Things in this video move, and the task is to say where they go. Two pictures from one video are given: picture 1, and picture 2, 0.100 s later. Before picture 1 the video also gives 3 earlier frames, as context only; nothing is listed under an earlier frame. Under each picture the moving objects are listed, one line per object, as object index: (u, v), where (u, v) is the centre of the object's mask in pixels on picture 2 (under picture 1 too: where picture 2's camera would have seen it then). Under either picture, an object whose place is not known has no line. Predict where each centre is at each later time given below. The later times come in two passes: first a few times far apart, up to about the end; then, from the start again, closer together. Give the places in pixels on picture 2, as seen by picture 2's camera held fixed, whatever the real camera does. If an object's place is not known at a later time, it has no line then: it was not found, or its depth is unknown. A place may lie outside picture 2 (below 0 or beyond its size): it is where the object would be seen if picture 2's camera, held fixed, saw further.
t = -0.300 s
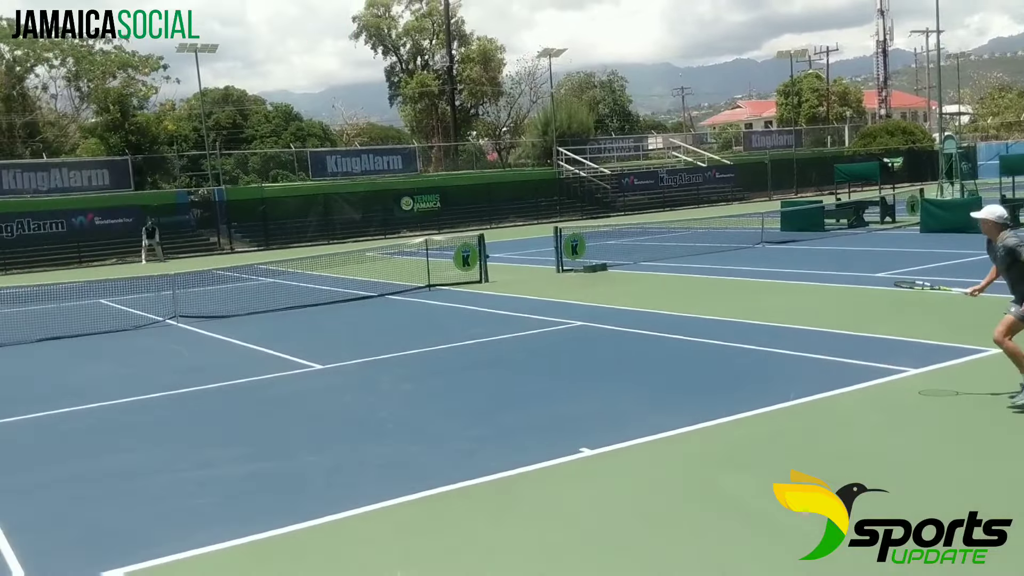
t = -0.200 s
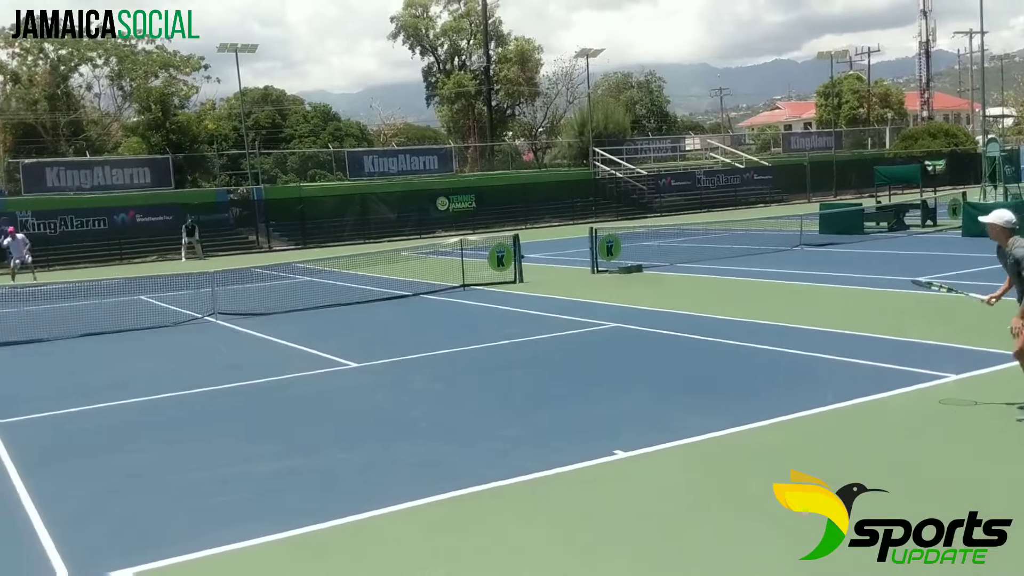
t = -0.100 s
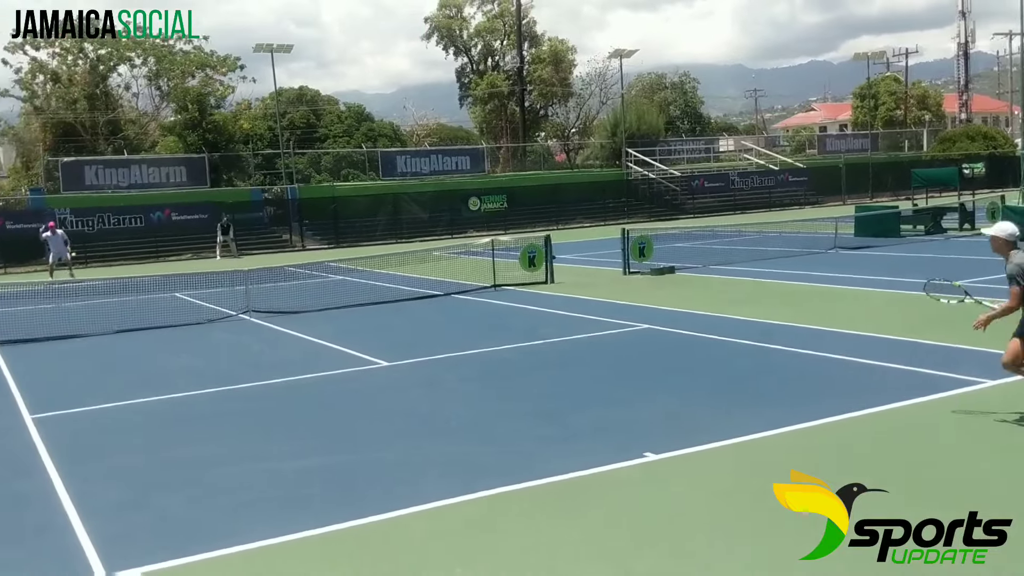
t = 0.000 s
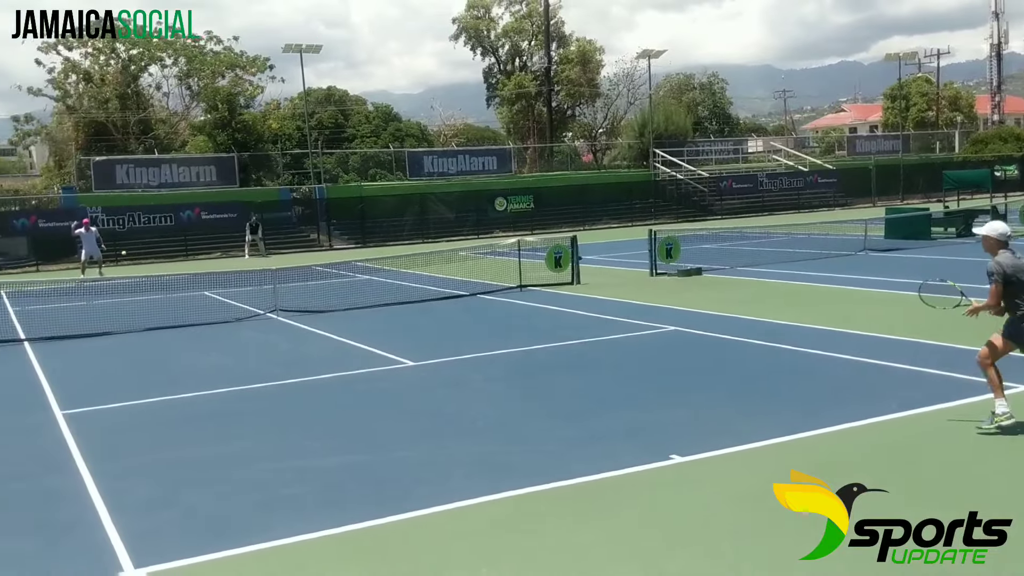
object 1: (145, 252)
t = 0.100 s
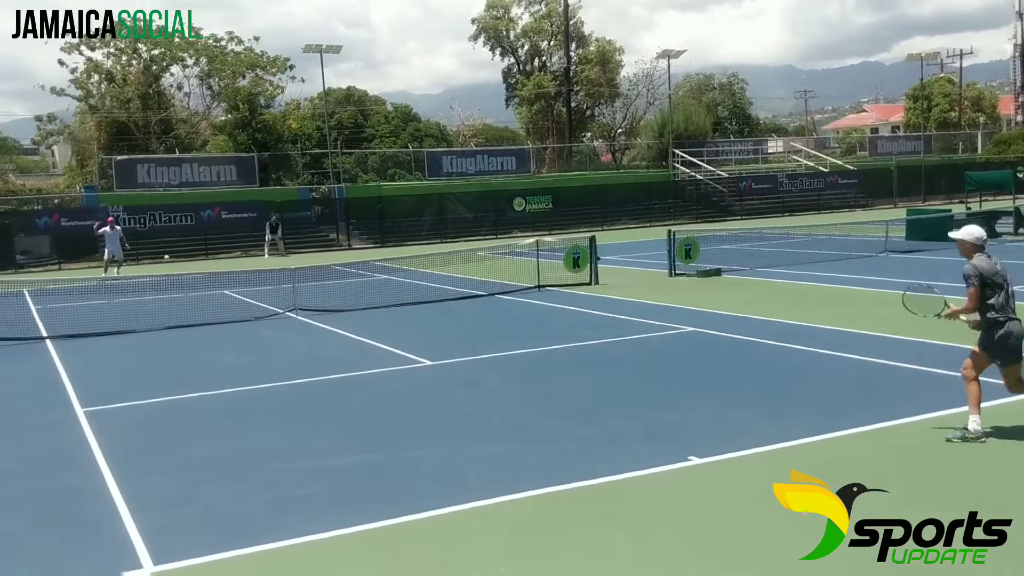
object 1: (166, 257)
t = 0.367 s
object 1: (244, 306)
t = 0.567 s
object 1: (317, 351)
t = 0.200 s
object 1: (192, 269)
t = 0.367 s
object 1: (244, 306)
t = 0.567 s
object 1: (317, 351)
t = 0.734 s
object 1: (373, 337)
